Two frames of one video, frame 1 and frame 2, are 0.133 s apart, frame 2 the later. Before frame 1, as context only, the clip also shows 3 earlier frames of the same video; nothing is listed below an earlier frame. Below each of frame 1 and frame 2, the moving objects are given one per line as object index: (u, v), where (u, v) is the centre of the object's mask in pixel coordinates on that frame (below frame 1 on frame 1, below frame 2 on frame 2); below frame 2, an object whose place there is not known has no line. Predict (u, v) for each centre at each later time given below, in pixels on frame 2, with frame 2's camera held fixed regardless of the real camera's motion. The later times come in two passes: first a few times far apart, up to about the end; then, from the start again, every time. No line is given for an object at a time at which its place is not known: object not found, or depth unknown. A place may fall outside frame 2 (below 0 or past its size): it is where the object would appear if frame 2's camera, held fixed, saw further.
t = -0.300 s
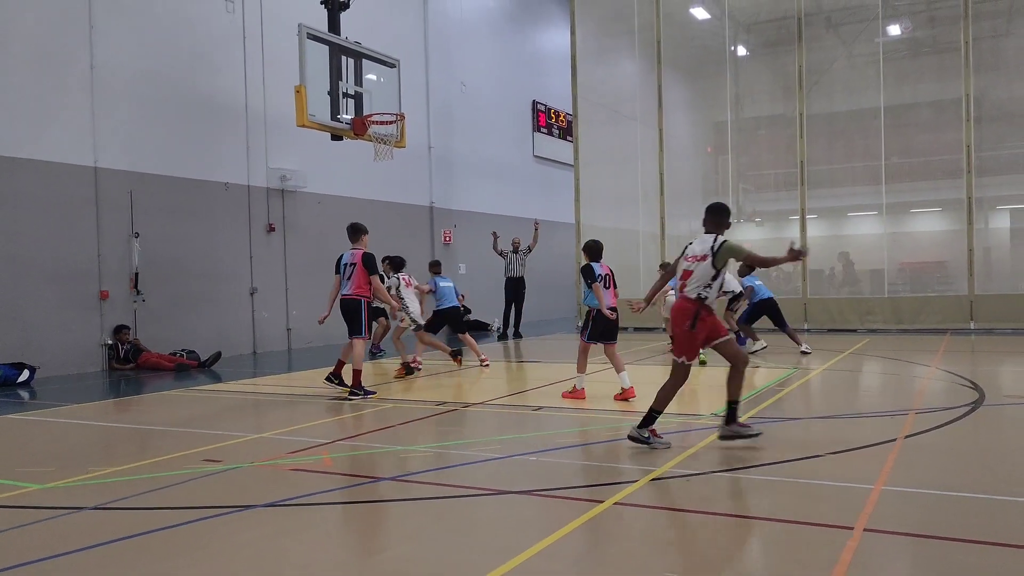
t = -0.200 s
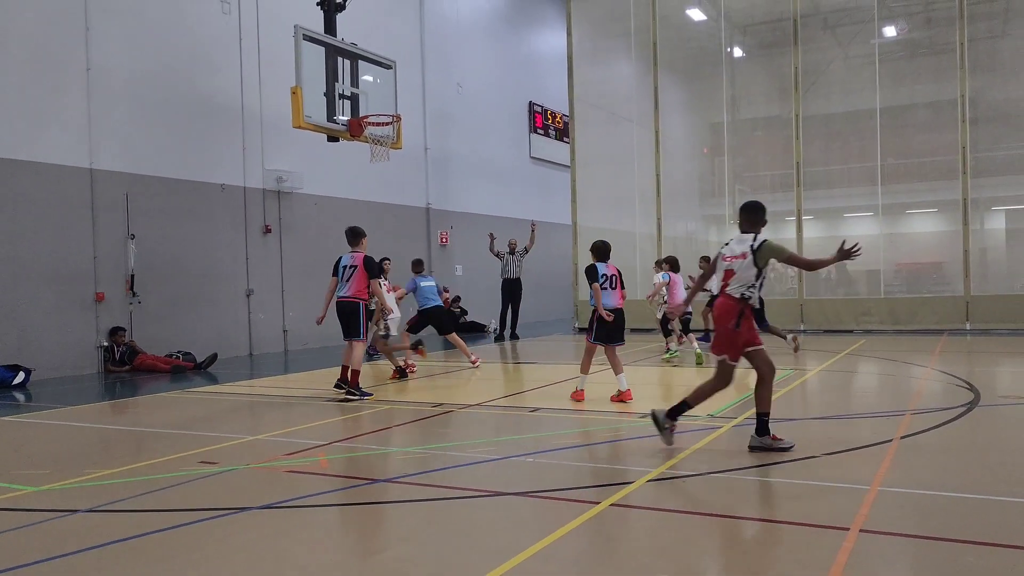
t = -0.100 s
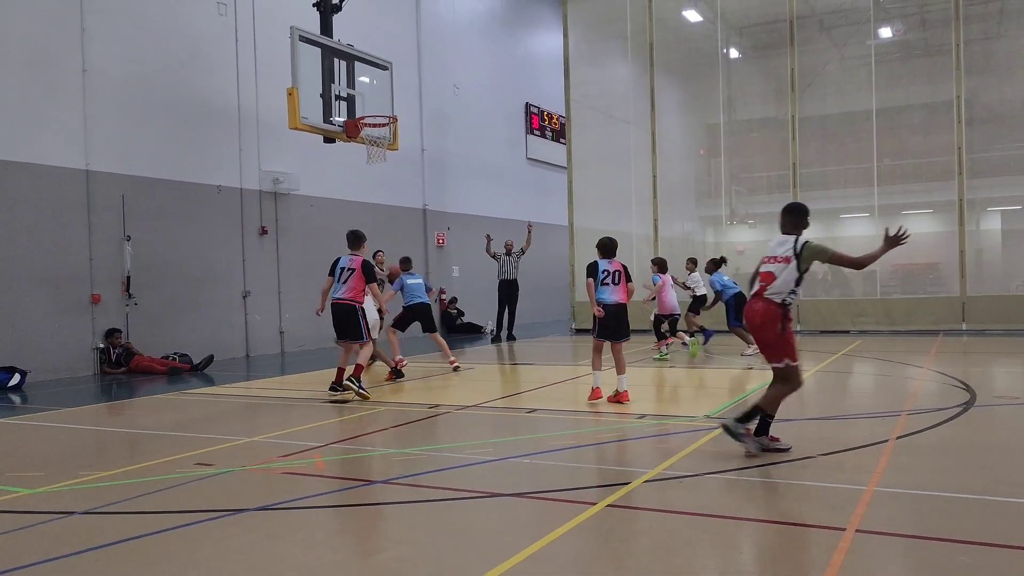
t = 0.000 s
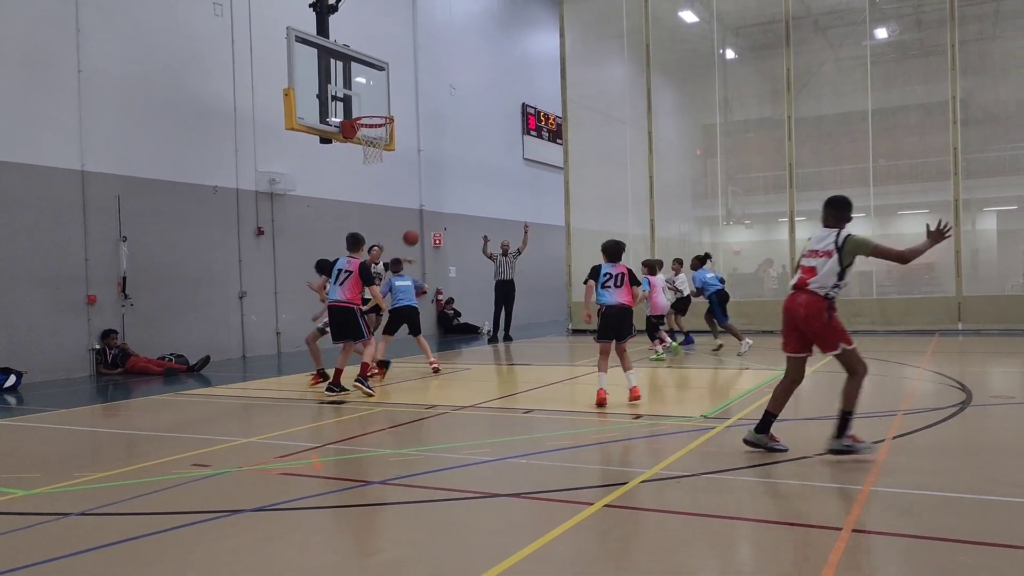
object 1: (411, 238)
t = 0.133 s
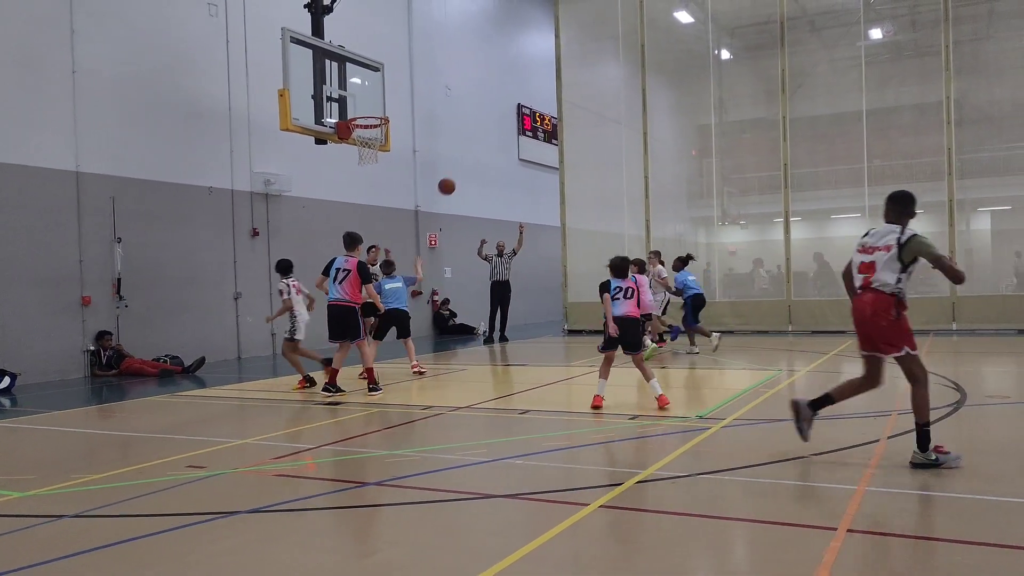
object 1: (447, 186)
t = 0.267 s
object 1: (493, 139)
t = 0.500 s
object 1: (593, 75)
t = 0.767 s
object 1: (753, 41)
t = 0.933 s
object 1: (893, 55)
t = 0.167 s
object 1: (458, 174)
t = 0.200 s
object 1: (469, 162)
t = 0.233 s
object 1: (480, 150)
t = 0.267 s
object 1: (493, 139)
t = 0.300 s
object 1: (505, 129)
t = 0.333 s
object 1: (518, 119)
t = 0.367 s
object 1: (532, 108)
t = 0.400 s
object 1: (546, 99)
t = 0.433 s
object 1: (561, 91)
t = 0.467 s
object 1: (577, 82)
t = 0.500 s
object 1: (593, 75)
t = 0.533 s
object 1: (610, 68)
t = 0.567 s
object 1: (628, 61)
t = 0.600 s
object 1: (646, 56)
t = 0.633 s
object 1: (665, 51)
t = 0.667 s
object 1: (685, 47)
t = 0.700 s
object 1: (707, 44)
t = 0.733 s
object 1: (730, 41)
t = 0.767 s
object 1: (753, 41)
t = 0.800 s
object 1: (778, 41)
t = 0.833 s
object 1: (804, 43)
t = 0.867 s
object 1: (833, 45)
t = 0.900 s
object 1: (861, 50)
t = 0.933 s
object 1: (893, 55)
